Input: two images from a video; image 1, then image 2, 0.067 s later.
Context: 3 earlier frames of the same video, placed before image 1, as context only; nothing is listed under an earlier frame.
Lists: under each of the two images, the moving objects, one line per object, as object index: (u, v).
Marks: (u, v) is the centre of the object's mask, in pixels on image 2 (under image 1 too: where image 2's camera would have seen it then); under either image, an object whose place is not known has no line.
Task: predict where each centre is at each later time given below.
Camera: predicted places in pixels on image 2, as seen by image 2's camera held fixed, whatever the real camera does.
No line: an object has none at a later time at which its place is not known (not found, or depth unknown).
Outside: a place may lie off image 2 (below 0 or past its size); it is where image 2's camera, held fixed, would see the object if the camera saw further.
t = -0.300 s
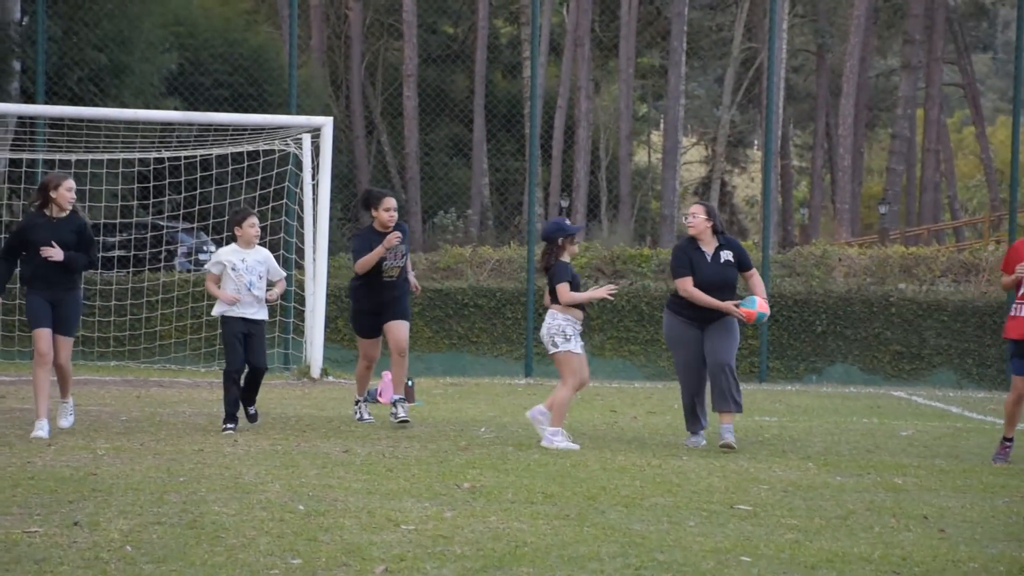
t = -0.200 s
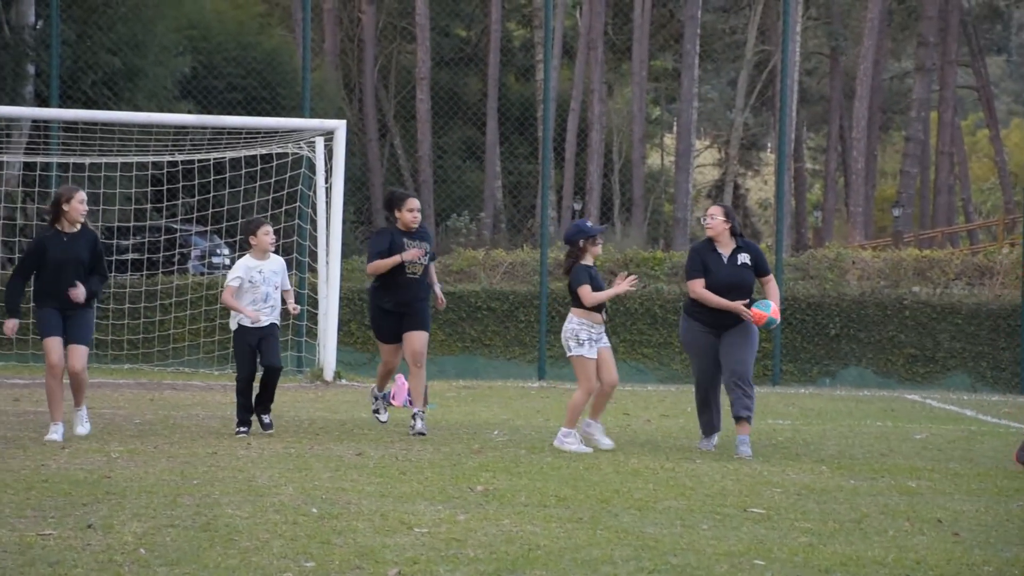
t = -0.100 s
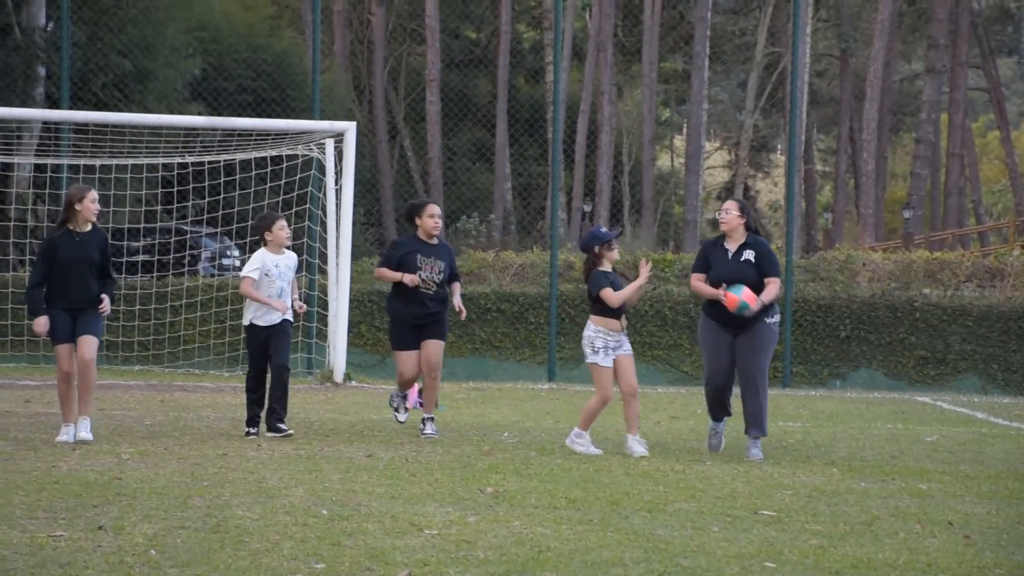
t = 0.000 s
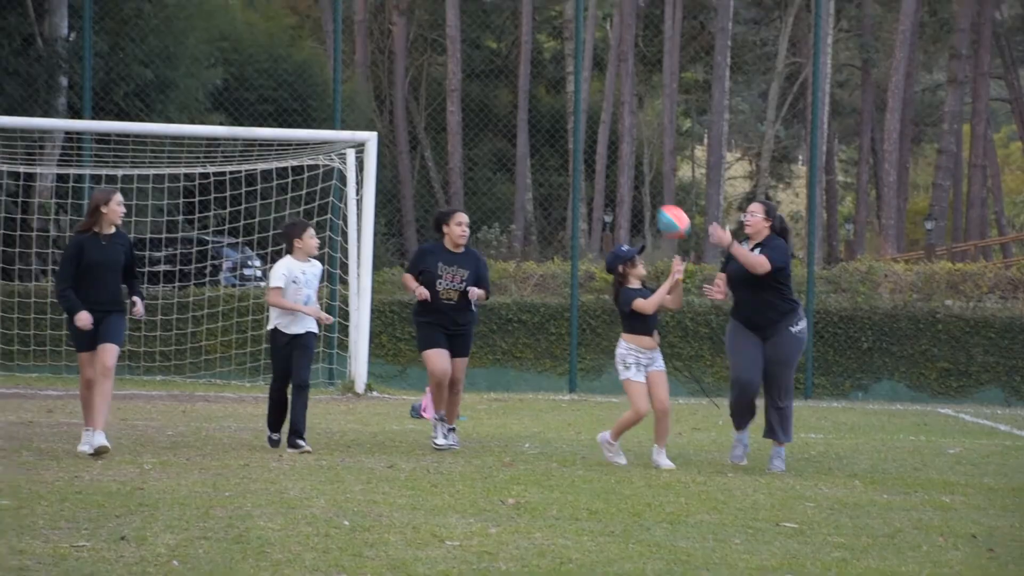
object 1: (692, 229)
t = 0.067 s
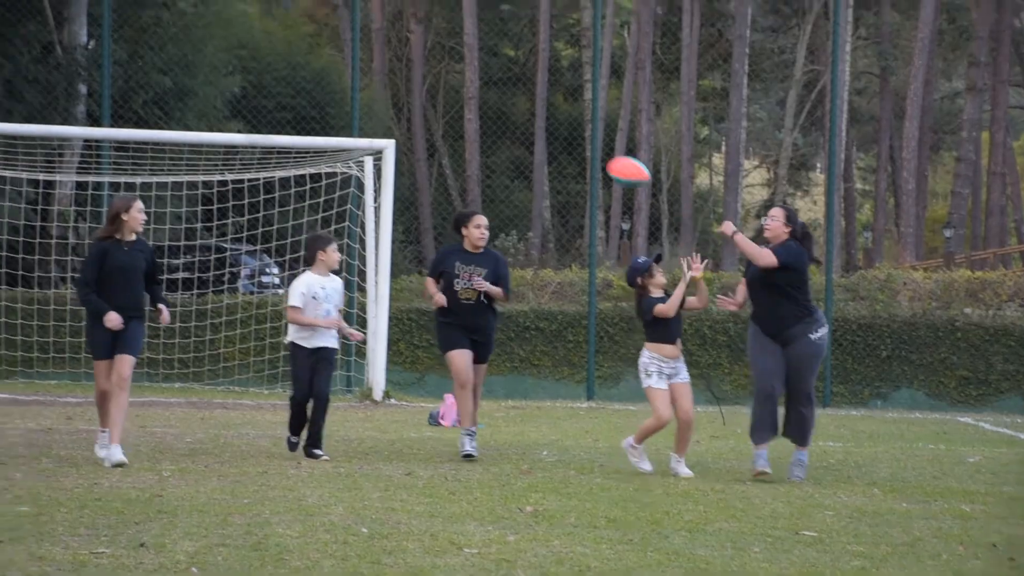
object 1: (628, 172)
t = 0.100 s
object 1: (596, 146)
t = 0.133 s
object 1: (565, 124)
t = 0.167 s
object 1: (533, 102)
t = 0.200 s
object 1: (501, 82)
